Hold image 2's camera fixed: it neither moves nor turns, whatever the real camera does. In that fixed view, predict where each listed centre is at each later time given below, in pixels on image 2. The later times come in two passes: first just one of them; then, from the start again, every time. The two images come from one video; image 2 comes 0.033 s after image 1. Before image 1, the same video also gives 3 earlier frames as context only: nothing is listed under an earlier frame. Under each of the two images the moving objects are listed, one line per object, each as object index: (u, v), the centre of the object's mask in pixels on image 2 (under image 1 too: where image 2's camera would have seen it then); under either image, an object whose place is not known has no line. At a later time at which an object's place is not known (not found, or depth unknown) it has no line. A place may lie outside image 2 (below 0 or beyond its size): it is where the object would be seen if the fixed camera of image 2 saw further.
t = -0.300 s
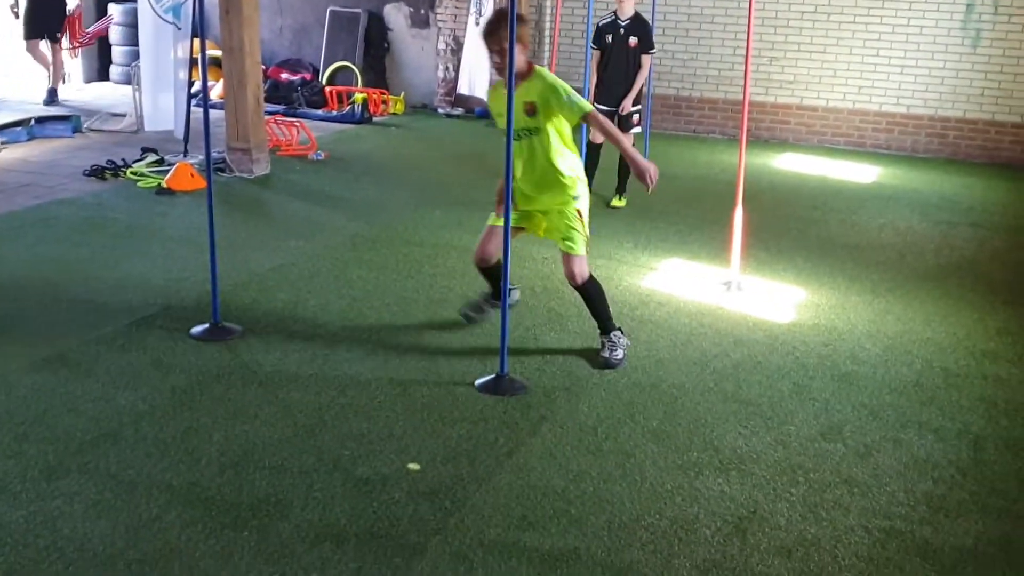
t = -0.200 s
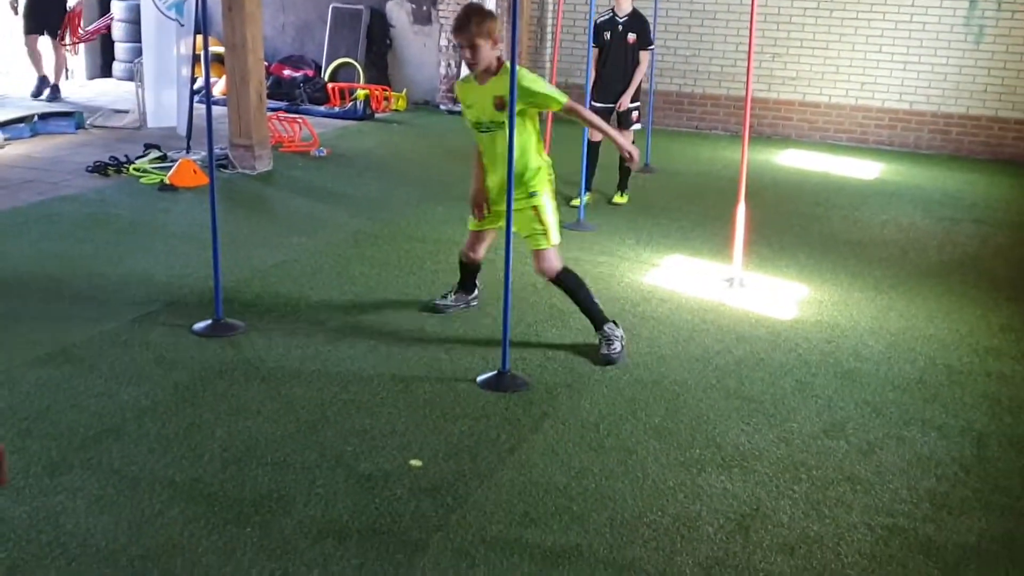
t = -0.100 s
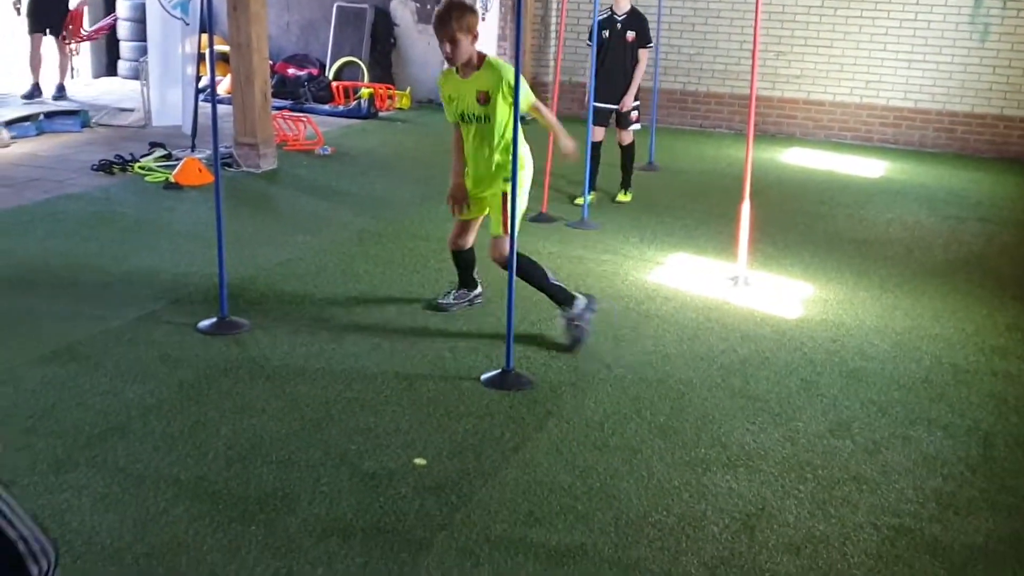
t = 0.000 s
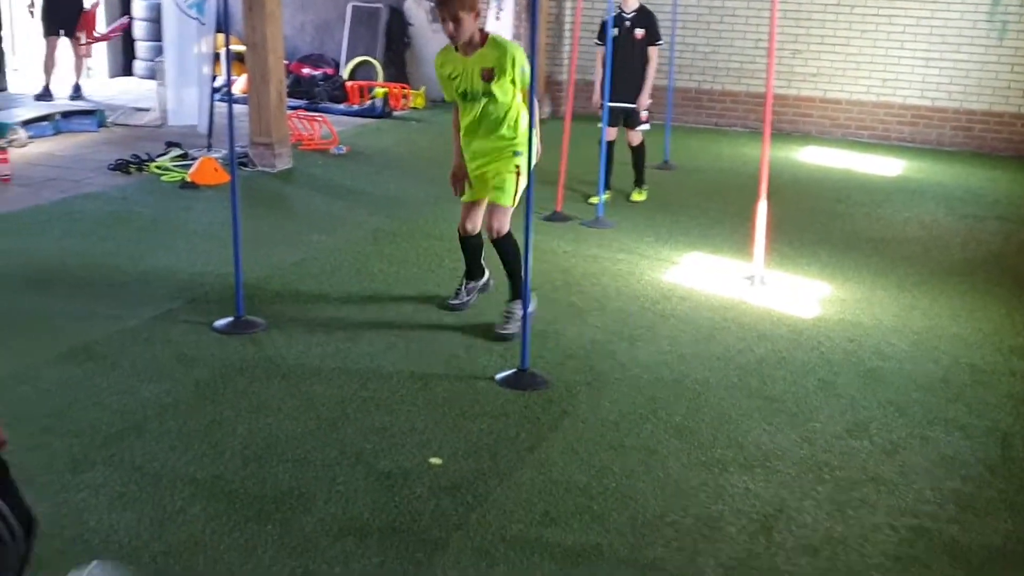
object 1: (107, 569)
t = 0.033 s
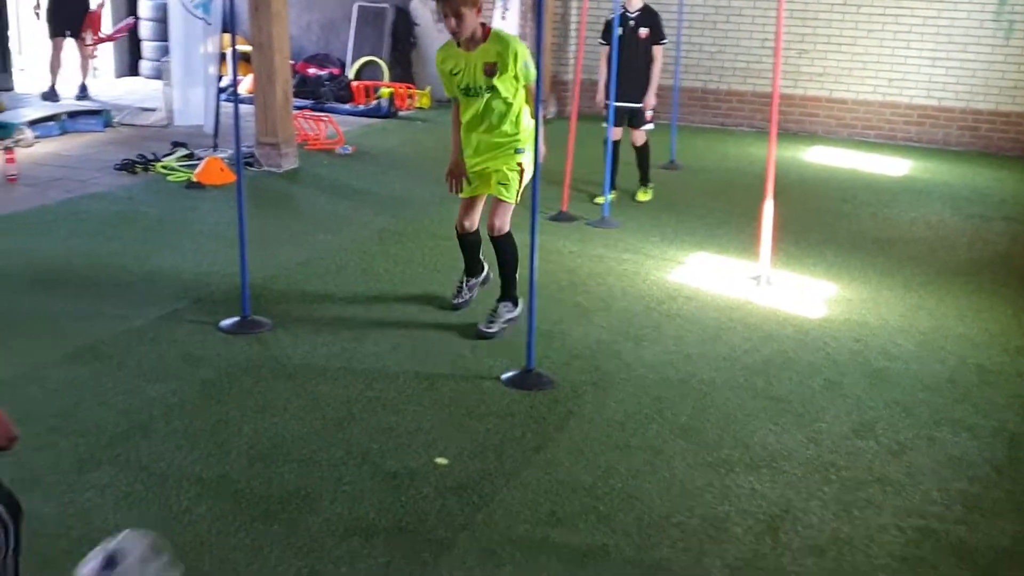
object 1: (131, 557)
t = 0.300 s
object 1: (256, 415)
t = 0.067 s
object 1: (152, 544)
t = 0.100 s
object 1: (171, 529)
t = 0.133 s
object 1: (190, 499)
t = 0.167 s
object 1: (207, 478)
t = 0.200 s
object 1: (223, 460)
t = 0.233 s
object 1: (233, 444)
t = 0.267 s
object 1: (245, 431)
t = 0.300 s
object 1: (256, 415)
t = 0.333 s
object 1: (265, 406)
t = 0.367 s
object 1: (273, 395)
